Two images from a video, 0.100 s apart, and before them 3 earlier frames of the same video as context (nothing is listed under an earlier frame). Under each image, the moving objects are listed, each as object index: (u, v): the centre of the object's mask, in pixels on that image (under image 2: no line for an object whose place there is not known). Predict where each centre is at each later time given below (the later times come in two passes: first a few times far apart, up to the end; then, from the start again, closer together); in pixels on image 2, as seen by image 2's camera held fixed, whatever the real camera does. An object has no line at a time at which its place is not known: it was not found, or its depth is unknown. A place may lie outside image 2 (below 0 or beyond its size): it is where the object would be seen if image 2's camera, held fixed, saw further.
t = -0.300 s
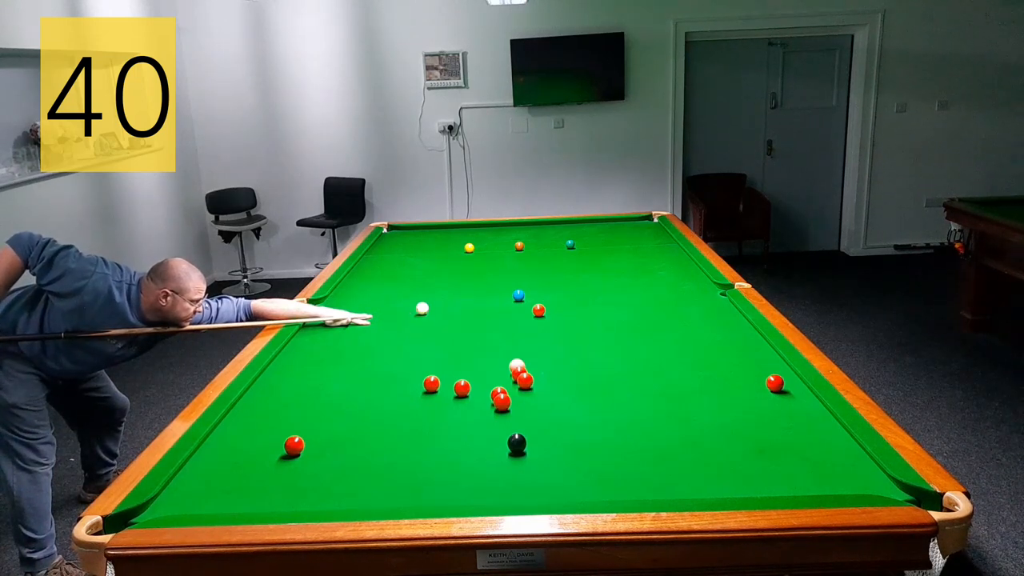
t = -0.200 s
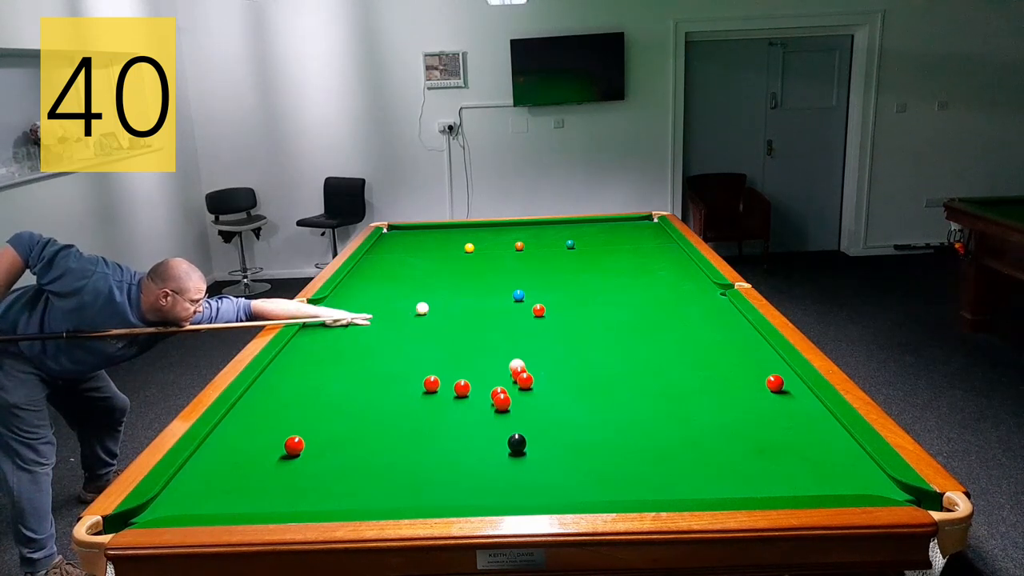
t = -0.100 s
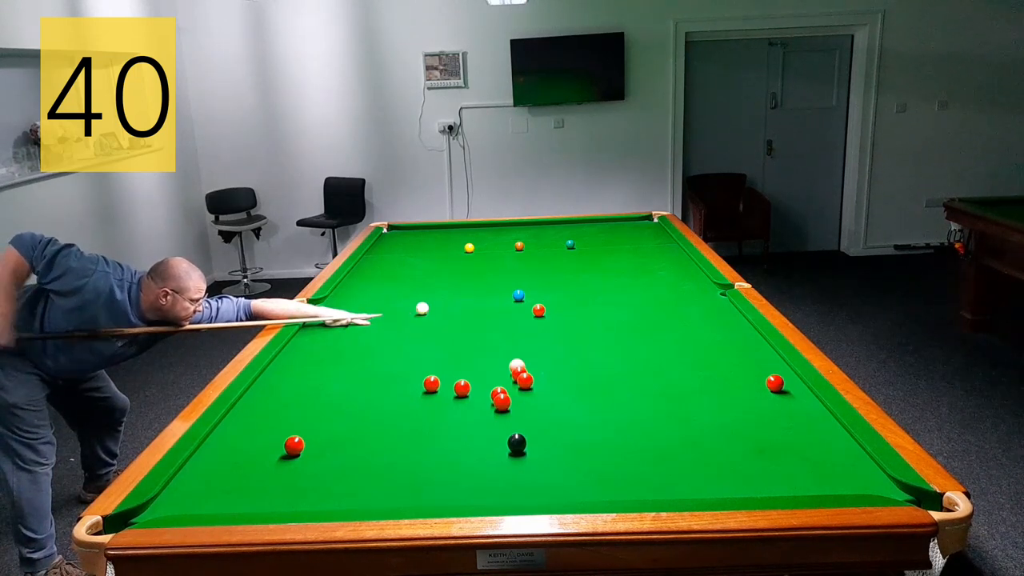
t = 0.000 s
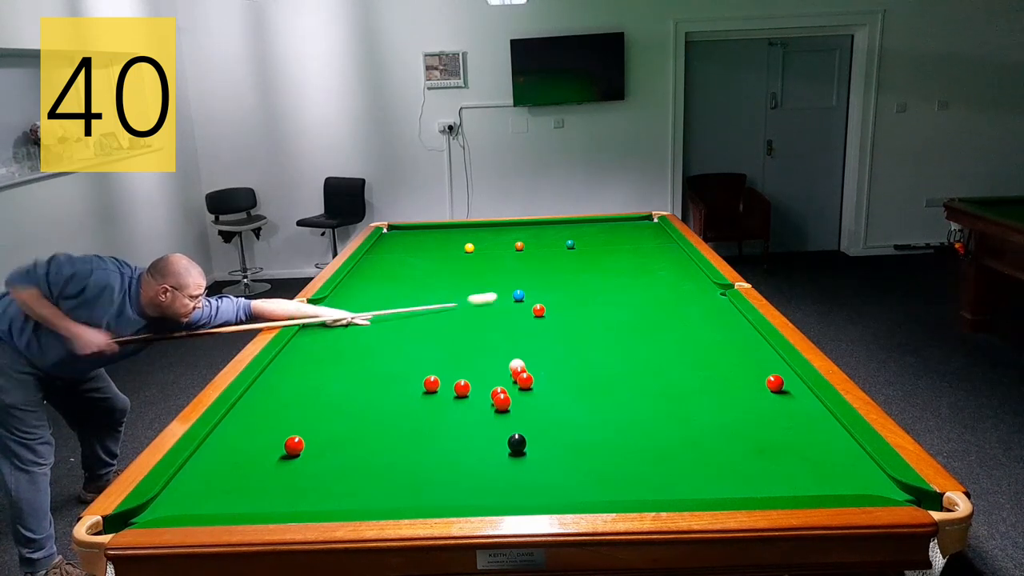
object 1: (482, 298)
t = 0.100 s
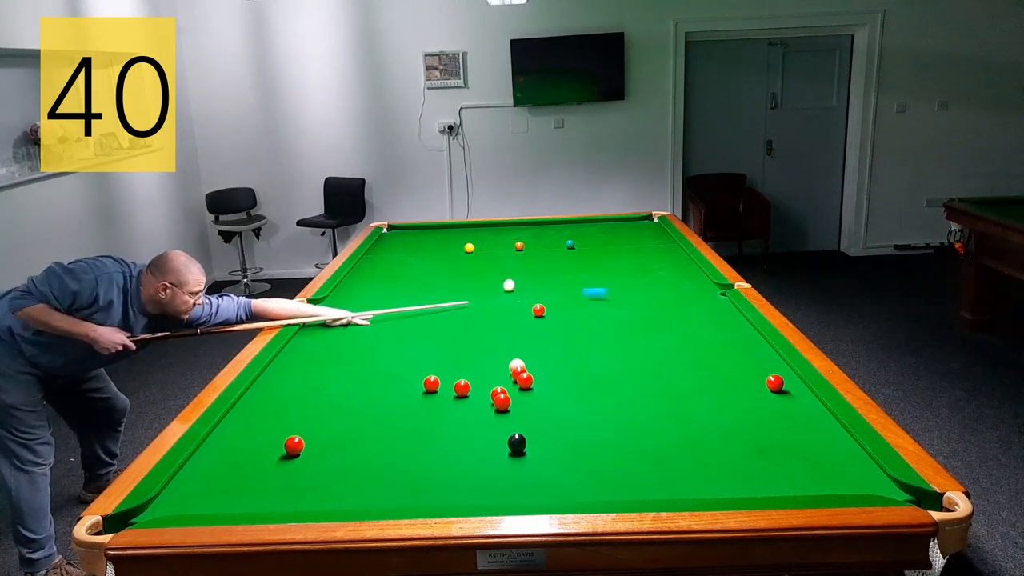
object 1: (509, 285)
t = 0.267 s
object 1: (509, 269)
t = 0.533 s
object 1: (502, 251)
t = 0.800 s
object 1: (493, 239)
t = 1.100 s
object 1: (485, 227)
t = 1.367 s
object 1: (465, 230)
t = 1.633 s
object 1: (441, 237)
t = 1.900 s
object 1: (416, 244)
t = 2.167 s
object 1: (391, 251)
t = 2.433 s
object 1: (364, 258)
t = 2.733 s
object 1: (373, 266)
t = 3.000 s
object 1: (382, 272)
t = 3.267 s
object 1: (392, 279)
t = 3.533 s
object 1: (402, 287)
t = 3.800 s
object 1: (413, 294)
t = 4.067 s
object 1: (424, 302)
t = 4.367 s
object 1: (437, 311)
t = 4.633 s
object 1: (449, 319)
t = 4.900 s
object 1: (461, 327)
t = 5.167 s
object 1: (474, 336)
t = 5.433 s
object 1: (487, 344)
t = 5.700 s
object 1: (501, 353)
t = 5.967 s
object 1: (512, 359)
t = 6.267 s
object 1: (521, 359)
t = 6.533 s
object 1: (526, 359)
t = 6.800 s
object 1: (530, 361)
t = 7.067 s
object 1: (532, 362)
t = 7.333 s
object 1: (532, 362)
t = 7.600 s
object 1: (532, 362)
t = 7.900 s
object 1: (532, 362)
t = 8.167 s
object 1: (532, 362)
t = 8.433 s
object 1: (532, 362)
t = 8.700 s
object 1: (532, 362)
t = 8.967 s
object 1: (532, 362)
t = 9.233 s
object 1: (532, 362)
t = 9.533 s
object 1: (532, 362)
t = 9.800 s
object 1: (532, 362)
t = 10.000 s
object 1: (532, 362)
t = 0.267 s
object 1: (509, 269)
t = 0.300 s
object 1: (509, 266)
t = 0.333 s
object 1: (508, 263)
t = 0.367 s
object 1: (508, 261)
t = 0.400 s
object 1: (507, 259)
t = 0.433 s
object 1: (506, 257)
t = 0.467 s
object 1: (505, 255)
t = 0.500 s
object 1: (503, 253)
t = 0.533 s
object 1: (502, 251)
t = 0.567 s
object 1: (501, 250)
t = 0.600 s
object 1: (500, 248)
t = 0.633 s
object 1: (499, 246)
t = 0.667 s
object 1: (497, 245)
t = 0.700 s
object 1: (496, 243)
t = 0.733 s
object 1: (495, 242)
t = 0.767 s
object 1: (494, 240)
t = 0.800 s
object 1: (493, 239)
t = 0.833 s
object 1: (492, 237)
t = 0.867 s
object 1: (491, 236)
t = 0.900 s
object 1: (490, 234)
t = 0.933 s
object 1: (489, 233)
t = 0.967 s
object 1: (488, 232)
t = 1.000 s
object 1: (488, 230)
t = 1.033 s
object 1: (487, 229)
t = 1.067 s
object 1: (486, 228)
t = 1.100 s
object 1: (485, 227)
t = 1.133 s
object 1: (484, 225)
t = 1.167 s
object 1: (483, 224)
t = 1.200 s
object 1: (481, 225)
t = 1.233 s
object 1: (477, 226)
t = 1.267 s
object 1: (474, 227)
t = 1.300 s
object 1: (471, 228)
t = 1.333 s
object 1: (468, 229)
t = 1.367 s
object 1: (465, 230)
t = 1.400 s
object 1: (462, 231)
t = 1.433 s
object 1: (459, 232)
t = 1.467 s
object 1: (456, 233)
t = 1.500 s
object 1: (453, 233)
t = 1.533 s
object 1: (450, 234)
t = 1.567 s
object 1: (447, 235)
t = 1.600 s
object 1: (444, 236)
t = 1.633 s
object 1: (441, 237)
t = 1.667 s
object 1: (438, 237)
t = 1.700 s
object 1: (435, 238)
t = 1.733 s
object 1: (432, 239)
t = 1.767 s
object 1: (429, 240)
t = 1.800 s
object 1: (426, 241)
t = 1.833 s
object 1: (423, 242)
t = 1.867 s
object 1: (420, 243)
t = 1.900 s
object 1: (416, 244)
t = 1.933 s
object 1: (413, 244)
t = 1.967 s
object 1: (410, 245)
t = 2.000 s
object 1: (407, 246)
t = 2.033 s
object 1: (404, 247)
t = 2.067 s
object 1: (400, 248)
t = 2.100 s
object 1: (397, 249)
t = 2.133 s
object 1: (394, 250)
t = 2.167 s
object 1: (391, 251)
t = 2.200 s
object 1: (388, 252)
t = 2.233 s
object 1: (384, 252)
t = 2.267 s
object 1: (381, 253)
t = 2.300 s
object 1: (377, 254)
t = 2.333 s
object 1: (374, 255)
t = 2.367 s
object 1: (371, 256)
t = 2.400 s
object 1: (367, 257)
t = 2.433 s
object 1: (364, 258)
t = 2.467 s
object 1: (365, 259)
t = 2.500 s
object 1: (366, 260)
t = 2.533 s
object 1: (367, 261)
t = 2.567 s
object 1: (368, 261)
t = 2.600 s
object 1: (369, 262)
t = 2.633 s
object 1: (370, 263)
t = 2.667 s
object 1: (371, 264)
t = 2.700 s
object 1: (372, 265)
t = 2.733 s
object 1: (373, 266)
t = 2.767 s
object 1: (375, 266)
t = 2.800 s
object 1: (376, 267)
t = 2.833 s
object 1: (377, 268)
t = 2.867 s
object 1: (378, 269)
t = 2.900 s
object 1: (379, 270)
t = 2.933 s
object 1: (380, 271)
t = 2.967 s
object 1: (381, 272)
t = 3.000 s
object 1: (382, 272)
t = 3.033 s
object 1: (384, 273)
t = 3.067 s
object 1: (385, 274)
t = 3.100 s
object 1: (386, 275)
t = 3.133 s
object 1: (387, 276)
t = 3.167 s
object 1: (389, 277)
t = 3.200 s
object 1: (390, 278)
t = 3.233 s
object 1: (391, 278)
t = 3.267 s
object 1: (392, 279)
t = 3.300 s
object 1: (393, 280)
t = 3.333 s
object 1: (395, 281)
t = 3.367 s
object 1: (396, 282)
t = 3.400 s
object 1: (397, 283)
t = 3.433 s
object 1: (398, 284)
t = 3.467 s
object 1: (400, 285)
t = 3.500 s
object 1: (401, 286)
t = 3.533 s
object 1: (402, 287)
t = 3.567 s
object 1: (403, 288)
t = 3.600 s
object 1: (405, 288)
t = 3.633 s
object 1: (406, 289)
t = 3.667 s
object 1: (407, 290)
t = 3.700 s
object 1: (409, 291)
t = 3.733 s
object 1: (410, 292)
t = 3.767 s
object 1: (411, 293)
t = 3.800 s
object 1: (413, 294)
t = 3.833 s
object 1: (414, 295)
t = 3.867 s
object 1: (415, 296)
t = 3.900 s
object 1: (417, 297)
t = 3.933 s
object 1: (418, 298)
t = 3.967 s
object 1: (419, 299)
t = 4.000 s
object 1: (421, 300)
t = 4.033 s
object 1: (422, 301)
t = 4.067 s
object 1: (424, 302)
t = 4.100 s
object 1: (425, 303)
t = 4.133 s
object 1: (426, 304)
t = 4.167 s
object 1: (428, 305)
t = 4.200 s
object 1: (429, 306)
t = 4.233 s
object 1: (431, 307)
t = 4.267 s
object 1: (432, 308)
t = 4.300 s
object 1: (434, 309)
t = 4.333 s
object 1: (435, 310)
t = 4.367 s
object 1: (437, 311)
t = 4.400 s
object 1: (438, 312)
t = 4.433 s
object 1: (440, 313)
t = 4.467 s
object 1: (441, 314)
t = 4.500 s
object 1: (443, 315)
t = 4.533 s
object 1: (444, 316)
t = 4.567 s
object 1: (446, 317)
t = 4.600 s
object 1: (447, 318)
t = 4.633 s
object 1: (449, 319)
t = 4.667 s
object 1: (450, 320)
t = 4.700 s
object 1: (452, 321)
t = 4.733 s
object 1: (453, 322)
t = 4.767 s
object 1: (455, 323)
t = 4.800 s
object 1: (456, 324)
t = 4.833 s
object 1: (458, 325)
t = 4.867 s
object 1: (459, 326)
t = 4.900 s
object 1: (461, 327)
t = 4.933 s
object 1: (463, 328)
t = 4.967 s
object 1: (464, 329)
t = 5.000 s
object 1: (466, 330)
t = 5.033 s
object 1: (467, 331)
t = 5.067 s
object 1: (469, 332)
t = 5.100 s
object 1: (471, 334)
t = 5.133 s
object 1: (473, 335)
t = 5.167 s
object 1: (474, 336)
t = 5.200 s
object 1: (476, 337)
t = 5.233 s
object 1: (477, 338)
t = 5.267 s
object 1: (479, 339)
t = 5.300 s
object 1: (481, 340)
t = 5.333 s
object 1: (482, 341)
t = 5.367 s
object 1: (484, 342)
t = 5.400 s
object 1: (486, 343)
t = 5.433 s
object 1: (487, 344)
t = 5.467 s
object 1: (489, 345)
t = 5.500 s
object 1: (490, 347)
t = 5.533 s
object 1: (492, 348)
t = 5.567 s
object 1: (494, 349)
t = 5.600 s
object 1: (496, 350)
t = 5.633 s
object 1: (497, 351)
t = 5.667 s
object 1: (499, 352)
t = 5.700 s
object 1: (501, 353)
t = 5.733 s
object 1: (502, 354)
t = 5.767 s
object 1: (504, 355)
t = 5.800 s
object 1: (505, 356)
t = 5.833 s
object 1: (507, 357)
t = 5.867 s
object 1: (508, 358)
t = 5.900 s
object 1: (509, 358)
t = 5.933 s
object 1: (511, 359)
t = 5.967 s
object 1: (512, 359)
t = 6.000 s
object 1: (513, 359)
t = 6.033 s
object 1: (514, 359)
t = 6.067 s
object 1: (515, 359)
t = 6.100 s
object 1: (516, 359)
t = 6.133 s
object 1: (517, 359)
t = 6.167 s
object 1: (518, 358)
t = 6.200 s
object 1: (519, 358)
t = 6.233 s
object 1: (520, 358)
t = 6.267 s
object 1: (521, 359)
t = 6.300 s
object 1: (521, 359)
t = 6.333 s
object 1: (522, 359)
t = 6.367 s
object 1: (523, 359)
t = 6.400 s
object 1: (523, 359)
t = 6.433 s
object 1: (524, 359)
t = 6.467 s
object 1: (525, 359)
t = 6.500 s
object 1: (526, 359)
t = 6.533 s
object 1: (526, 359)
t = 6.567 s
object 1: (527, 360)
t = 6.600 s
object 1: (528, 360)
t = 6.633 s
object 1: (528, 360)
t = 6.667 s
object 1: (529, 360)
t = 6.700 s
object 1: (529, 360)
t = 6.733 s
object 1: (530, 360)
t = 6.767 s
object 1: (530, 360)
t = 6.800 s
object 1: (530, 361)
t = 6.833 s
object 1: (531, 361)
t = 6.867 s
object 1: (531, 361)
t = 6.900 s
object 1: (531, 361)
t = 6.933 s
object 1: (531, 361)
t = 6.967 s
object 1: (531, 361)
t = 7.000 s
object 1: (531, 361)
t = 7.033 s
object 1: (532, 362)
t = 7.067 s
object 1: (532, 362)
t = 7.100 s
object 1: (532, 362)
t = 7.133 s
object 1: (532, 362)
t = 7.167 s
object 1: (532, 362)
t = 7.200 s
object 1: (532, 362)
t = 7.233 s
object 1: (532, 362)
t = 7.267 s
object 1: (532, 362)
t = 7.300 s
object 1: (532, 362)
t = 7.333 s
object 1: (532, 362)
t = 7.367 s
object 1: (532, 362)
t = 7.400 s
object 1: (532, 362)
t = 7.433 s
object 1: (532, 362)
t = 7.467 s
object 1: (532, 362)
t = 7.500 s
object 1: (532, 362)
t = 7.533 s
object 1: (532, 362)
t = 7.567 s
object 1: (532, 362)
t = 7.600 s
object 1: (532, 362)
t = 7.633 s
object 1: (532, 362)
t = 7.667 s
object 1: (532, 362)
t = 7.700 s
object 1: (532, 362)
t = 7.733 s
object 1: (532, 362)
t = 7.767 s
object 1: (532, 362)
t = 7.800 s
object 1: (532, 362)
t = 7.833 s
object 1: (532, 362)
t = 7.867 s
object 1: (532, 362)
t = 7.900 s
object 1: (532, 362)
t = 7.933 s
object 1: (532, 362)
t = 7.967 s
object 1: (532, 362)
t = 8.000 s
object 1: (532, 362)
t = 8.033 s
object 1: (532, 362)
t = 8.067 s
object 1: (532, 362)
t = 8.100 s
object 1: (532, 362)
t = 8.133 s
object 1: (532, 362)
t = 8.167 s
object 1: (532, 362)
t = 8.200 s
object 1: (532, 362)
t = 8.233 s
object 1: (532, 362)
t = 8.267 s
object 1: (532, 362)
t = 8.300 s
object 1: (532, 362)
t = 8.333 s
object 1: (532, 362)
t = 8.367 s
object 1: (532, 362)
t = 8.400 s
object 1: (532, 362)
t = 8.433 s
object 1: (532, 362)
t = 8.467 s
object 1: (532, 362)
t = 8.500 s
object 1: (532, 362)
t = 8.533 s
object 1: (532, 362)
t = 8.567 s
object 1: (532, 362)
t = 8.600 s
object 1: (532, 362)
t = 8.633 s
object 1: (532, 362)
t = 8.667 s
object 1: (532, 362)
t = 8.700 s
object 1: (532, 362)
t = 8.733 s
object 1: (532, 362)
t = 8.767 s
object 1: (532, 362)
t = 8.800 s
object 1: (532, 362)
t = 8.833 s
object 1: (532, 362)
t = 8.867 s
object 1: (532, 362)
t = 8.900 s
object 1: (532, 362)
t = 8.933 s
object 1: (532, 362)
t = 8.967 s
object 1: (532, 362)
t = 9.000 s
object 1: (532, 362)
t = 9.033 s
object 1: (532, 362)
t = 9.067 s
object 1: (532, 362)
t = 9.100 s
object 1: (532, 362)
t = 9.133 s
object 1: (532, 362)
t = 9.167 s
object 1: (532, 362)
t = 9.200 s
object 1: (532, 362)
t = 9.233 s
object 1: (532, 362)
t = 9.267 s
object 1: (532, 362)
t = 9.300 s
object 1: (532, 362)
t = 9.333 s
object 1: (532, 362)
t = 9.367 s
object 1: (532, 362)
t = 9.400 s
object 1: (532, 362)
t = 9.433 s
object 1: (532, 362)
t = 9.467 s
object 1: (532, 362)
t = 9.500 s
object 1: (532, 362)
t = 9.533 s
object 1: (532, 362)
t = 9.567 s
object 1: (532, 362)
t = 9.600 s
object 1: (532, 362)
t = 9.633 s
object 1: (532, 362)
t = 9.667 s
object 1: (532, 362)
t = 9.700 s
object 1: (532, 362)
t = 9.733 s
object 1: (532, 362)
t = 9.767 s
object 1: (532, 362)
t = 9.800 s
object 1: (532, 362)
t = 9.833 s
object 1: (532, 362)
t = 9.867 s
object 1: (532, 362)
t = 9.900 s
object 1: (532, 362)
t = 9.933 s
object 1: (532, 362)
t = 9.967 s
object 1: (532, 362)
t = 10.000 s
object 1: (532, 362)
